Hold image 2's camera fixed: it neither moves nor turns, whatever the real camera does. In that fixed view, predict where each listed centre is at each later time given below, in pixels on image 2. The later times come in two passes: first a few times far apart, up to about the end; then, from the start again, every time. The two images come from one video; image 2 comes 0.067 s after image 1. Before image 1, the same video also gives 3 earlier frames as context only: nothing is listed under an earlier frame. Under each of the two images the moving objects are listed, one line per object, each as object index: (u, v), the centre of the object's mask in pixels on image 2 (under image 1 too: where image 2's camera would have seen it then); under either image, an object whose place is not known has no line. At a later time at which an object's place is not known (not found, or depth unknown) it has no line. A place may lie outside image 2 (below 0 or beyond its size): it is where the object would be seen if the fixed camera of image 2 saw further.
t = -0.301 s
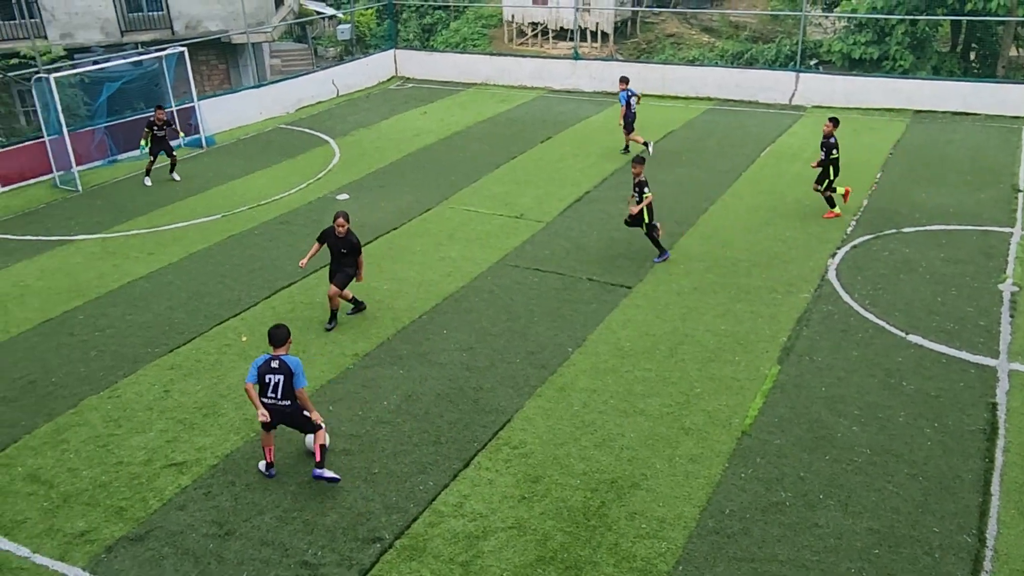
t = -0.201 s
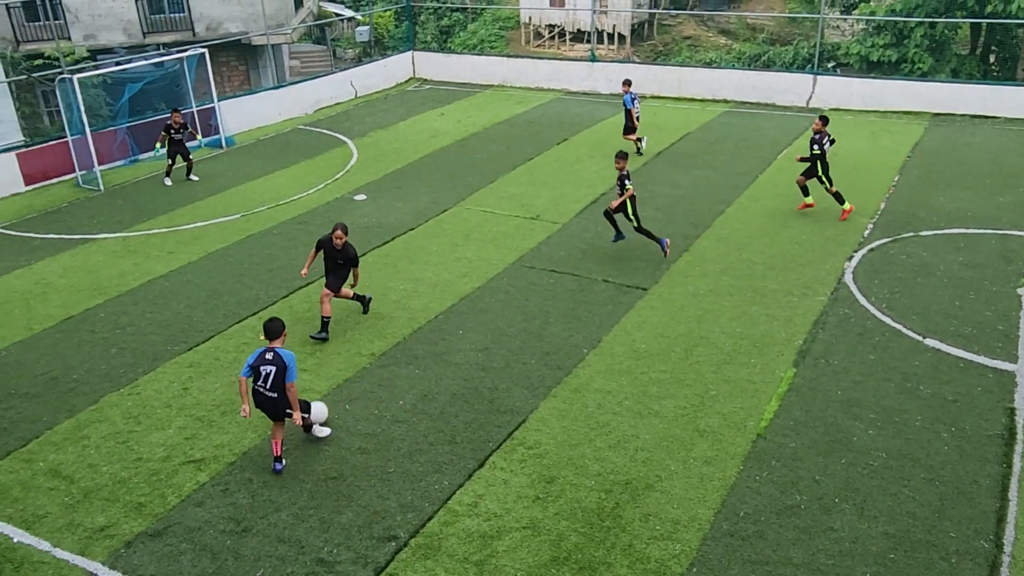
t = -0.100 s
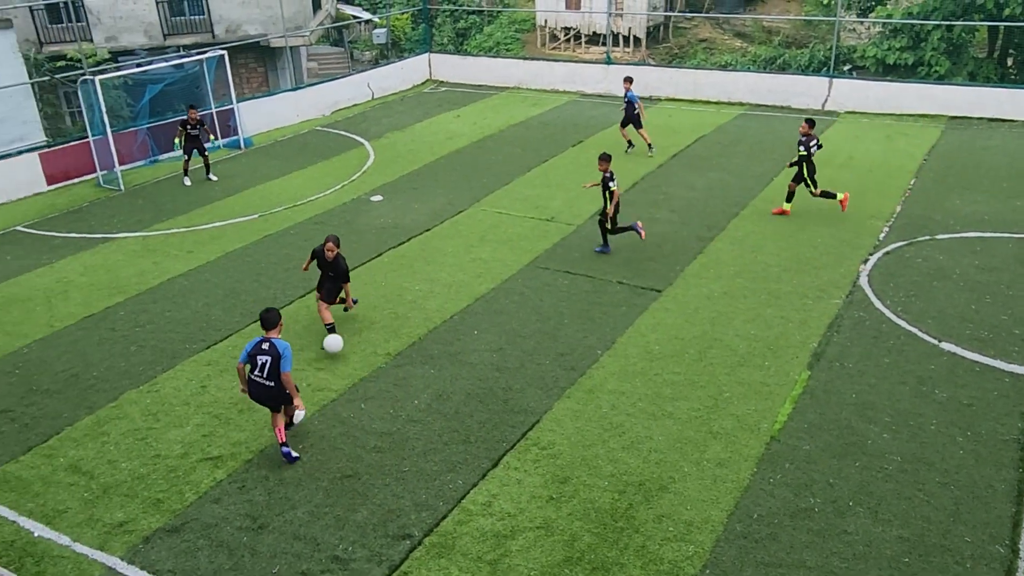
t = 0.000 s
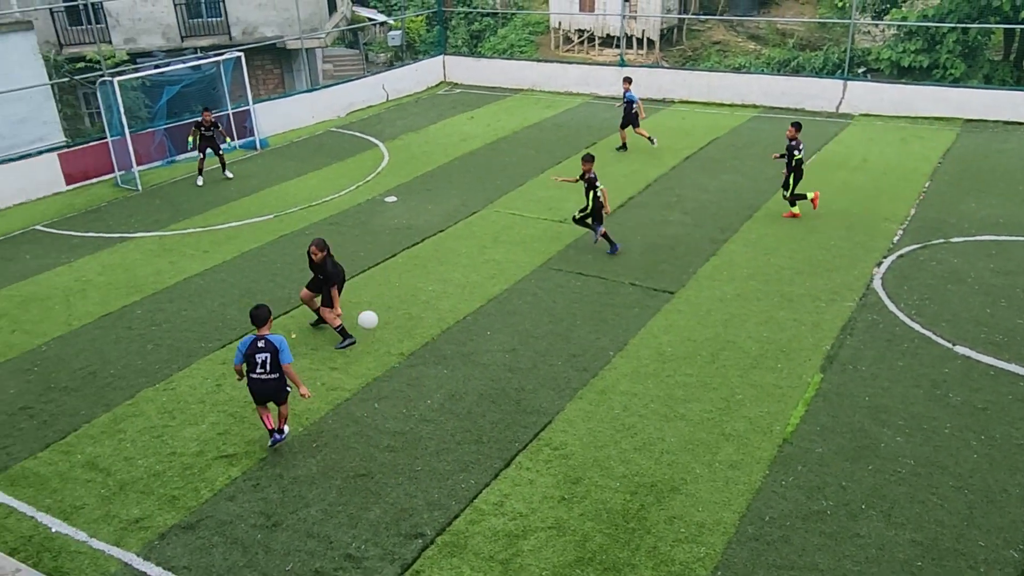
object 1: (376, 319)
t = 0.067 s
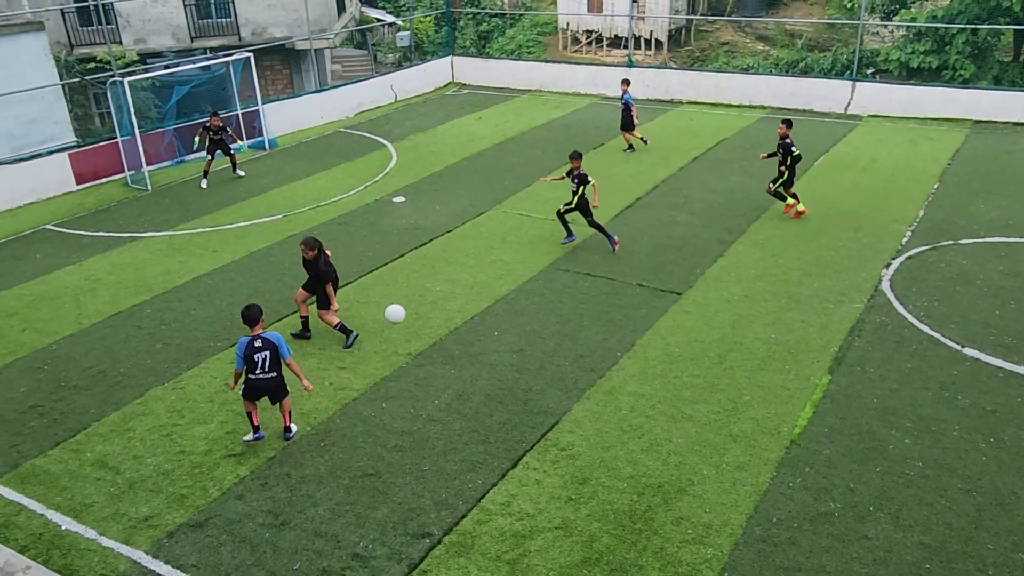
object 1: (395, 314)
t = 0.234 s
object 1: (450, 313)
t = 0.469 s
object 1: (541, 355)
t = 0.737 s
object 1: (658, 463)
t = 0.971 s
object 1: (696, 424)
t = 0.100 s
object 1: (405, 312)
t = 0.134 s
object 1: (416, 311)
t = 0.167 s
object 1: (427, 311)
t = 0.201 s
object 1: (439, 311)
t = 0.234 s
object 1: (450, 313)
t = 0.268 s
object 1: (462, 316)
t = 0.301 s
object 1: (475, 320)
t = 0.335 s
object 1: (488, 325)
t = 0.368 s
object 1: (501, 330)
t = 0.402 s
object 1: (514, 338)
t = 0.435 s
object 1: (527, 346)
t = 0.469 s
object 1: (541, 355)
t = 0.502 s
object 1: (556, 366)
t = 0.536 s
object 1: (570, 377)
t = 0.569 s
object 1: (585, 390)
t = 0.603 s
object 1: (600, 405)
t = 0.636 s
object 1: (615, 420)
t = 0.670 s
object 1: (631, 436)
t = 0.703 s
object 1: (646, 455)
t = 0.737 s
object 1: (658, 463)
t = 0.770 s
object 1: (663, 453)
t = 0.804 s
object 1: (669, 446)
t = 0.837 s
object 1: (674, 439)
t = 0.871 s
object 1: (680, 434)
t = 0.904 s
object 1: (686, 429)
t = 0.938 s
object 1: (691, 426)
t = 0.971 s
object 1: (696, 424)
